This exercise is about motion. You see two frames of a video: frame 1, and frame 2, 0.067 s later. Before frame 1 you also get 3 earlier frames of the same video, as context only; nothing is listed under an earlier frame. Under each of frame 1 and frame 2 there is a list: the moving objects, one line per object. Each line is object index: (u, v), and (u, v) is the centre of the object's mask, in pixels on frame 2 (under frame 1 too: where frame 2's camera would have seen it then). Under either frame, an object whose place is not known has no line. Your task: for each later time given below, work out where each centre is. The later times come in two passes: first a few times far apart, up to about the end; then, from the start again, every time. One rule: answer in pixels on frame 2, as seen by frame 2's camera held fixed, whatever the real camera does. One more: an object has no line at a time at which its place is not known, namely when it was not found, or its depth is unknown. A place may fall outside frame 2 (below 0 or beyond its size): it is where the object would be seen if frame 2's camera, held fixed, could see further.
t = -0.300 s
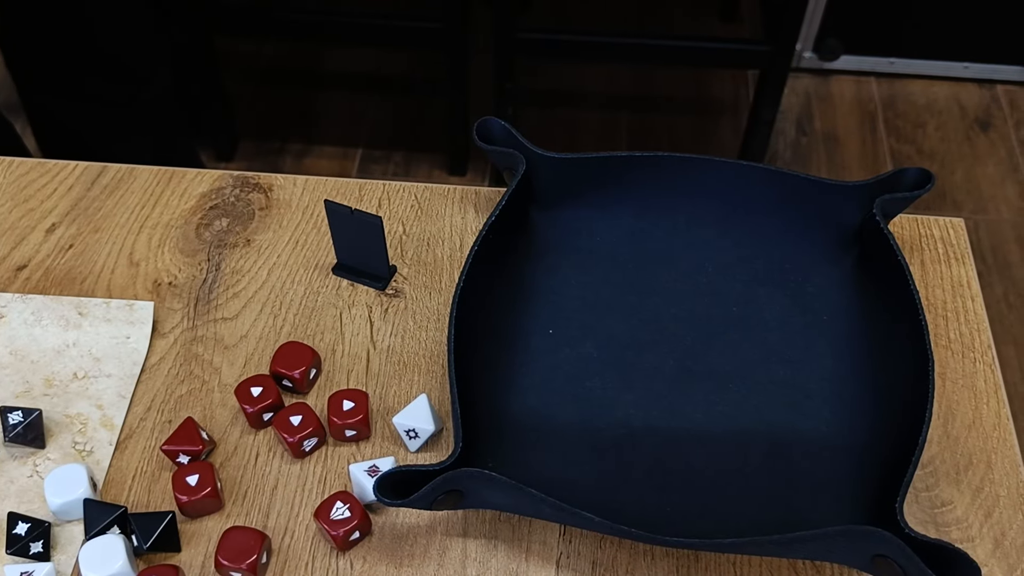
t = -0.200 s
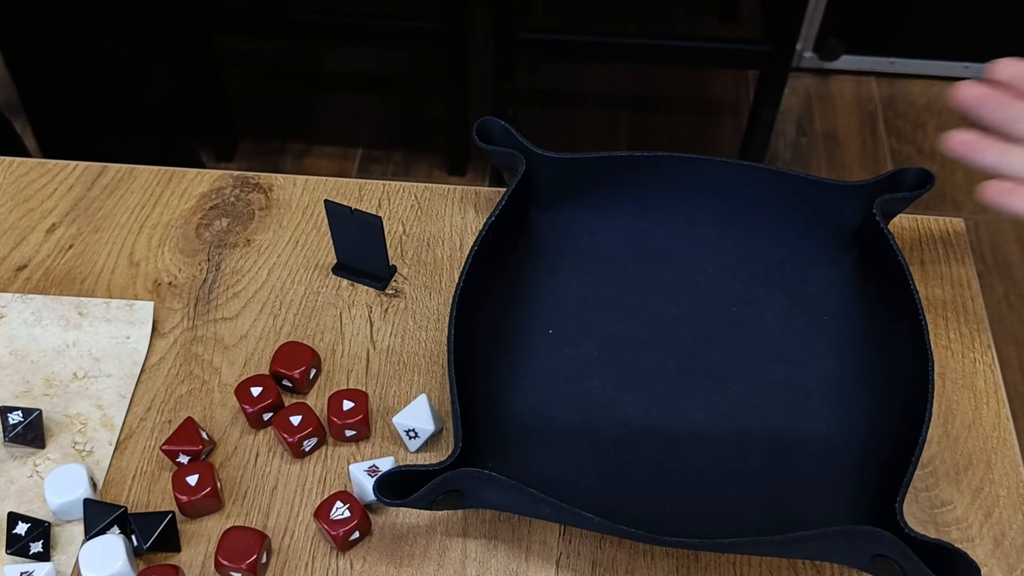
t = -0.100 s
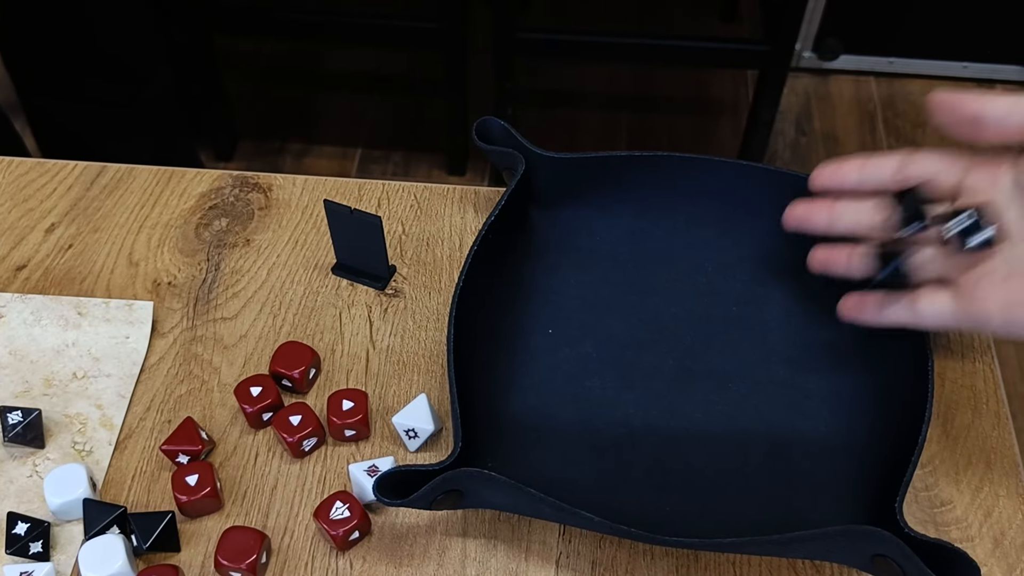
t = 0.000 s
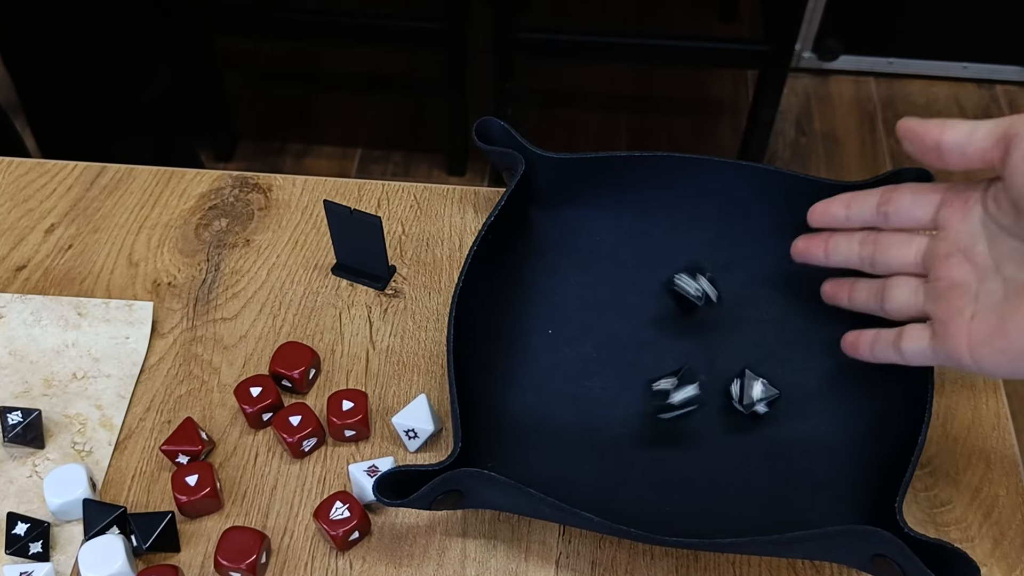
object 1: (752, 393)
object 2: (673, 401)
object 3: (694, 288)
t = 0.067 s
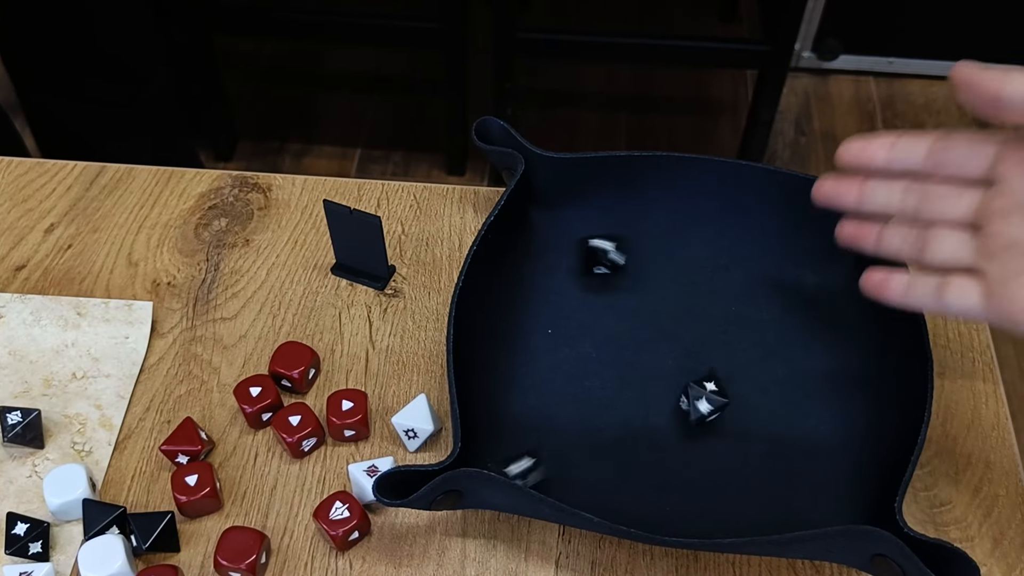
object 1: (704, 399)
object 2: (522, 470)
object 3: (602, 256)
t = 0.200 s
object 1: (636, 399)
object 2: (536, 450)
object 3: (544, 235)
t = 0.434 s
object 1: (630, 401)
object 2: (566, 436)
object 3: (582, 247)
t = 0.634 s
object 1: (630, 401)
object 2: (566, 436)
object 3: (582, 247)
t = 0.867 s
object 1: (630, 401)
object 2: (566, 436)
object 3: (582, 247)
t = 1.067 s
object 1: (630, 401)
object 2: (566, 436)
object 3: (582, 247)
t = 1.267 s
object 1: (630, 401)
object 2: (566, 436)
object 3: (582, 247)
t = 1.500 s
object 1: (630, 401)
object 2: (566, 436)
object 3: (582, 247)
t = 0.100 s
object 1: (684, 399)
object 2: (485, 462)
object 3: (558, 243)
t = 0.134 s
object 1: (664, 396)
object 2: (505, 458)
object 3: (532, 226)
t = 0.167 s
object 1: (647, 398)
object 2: (522, 456)
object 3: (534, 225)
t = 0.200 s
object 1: (636, 399)
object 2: (536, 450)
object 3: (544, 235)
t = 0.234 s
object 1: (631, 401)
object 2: (546, 446)
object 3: (556, 245)
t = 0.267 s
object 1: (630, 401)
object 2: (555, 442)
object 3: (570, 246)
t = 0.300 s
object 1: (630, 401)
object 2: (564, 437)
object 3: (579, 247)
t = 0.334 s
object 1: (630, 401)
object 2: (566, 436)
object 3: (582, 247)
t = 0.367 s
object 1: (630, 401)
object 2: (566, 436)
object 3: (582, 247)
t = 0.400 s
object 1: (630, 401)
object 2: (566, 436)
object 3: (582, 247)
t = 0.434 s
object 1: (630, 401)
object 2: (566, 436)
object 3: (582, 247)
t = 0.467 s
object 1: (630, 401)
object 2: (566, 436)
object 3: (582, 247)
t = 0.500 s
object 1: (630, 401)
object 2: (566, 436)
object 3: (582, 247)
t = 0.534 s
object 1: (630, 401)
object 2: (566, 436)
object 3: (582, 247)
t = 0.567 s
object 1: (630, 401)
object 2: (566, 436)
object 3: (582, 247)
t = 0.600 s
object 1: (630, 401)
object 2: (566, 436)
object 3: (582, 247)
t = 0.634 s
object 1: (630, 401)
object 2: (566, 436)
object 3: (582, 247)
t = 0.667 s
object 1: (630, 401)
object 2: (566, 436)
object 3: (582, 247)
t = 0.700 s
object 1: (630, 401)
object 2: (566, 436)
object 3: (582, 247)
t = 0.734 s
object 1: (630, 401)
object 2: (566, 436)
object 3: (582, 247)
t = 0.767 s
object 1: (630, 401)
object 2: (566, 436)
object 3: (582, 247)
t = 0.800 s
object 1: (630, 401)
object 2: (566, 436)
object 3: (582, 247)
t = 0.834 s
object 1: (630, 401)
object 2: (566, 436)
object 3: (582, 247)
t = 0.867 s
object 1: (630, 401)
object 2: (566, 436)
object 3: (582, 247)
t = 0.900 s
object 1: (630, 401)
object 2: (566, 436)
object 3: (582, 247)
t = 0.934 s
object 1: (630, 401)
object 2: (566, 436)
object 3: (582, 247)
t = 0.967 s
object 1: (630, 401)
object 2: (566, 436)
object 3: (582, 247)
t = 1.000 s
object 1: (630, 401)
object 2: (566, 436)
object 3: (582, 247)
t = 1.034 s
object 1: (630, 401)
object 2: (566, 436)
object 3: (582, 247)
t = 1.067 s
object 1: (630, 401)
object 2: (566, 436)
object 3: (582, 247)
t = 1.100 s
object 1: (630, 401)
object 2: (566, 436)
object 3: (582, 247)
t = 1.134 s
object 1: (630, 401)
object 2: (566, 436)
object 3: (582, 247)
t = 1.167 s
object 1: (630, 401)
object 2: (566, 436)
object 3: (582, 247)
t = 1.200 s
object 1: (630, 401)
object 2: (566, 436)
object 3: (582, 247)
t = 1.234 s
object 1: (630, 401)
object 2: (566, 436)
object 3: (582, 247)
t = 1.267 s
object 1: (630, 401)
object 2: (566, 436)
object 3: (582, 247)
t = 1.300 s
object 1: (630, 401)
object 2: (566, 436)
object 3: (582, 247)
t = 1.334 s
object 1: (630, 401)
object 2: (566, 436)
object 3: (582, 247)
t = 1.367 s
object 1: (630, 401)
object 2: (566, 436)
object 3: (582, 247)
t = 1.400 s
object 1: (630, 401)
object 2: (566, 436)
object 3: (582, 247)
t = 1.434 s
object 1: (630, 401)
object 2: (566, 436)
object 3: (582, 247)
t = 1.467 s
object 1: (630, 401)
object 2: (566, 436)
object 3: (582, 247)
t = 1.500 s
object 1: (630, 401)
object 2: (566, 436)
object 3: (582, 247)
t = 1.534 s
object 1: (630, 401)
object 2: (566, 436)
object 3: (582, 247)
